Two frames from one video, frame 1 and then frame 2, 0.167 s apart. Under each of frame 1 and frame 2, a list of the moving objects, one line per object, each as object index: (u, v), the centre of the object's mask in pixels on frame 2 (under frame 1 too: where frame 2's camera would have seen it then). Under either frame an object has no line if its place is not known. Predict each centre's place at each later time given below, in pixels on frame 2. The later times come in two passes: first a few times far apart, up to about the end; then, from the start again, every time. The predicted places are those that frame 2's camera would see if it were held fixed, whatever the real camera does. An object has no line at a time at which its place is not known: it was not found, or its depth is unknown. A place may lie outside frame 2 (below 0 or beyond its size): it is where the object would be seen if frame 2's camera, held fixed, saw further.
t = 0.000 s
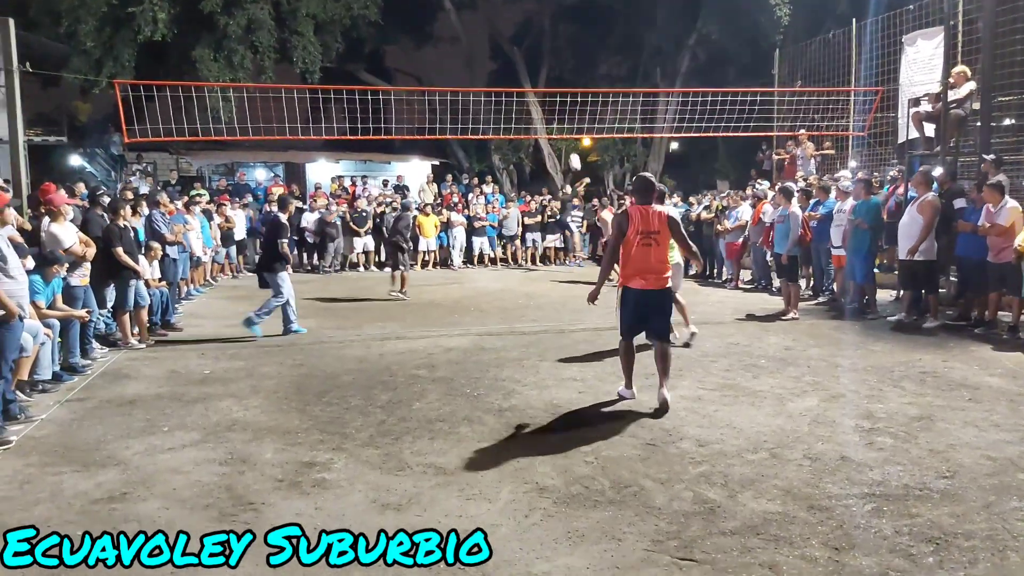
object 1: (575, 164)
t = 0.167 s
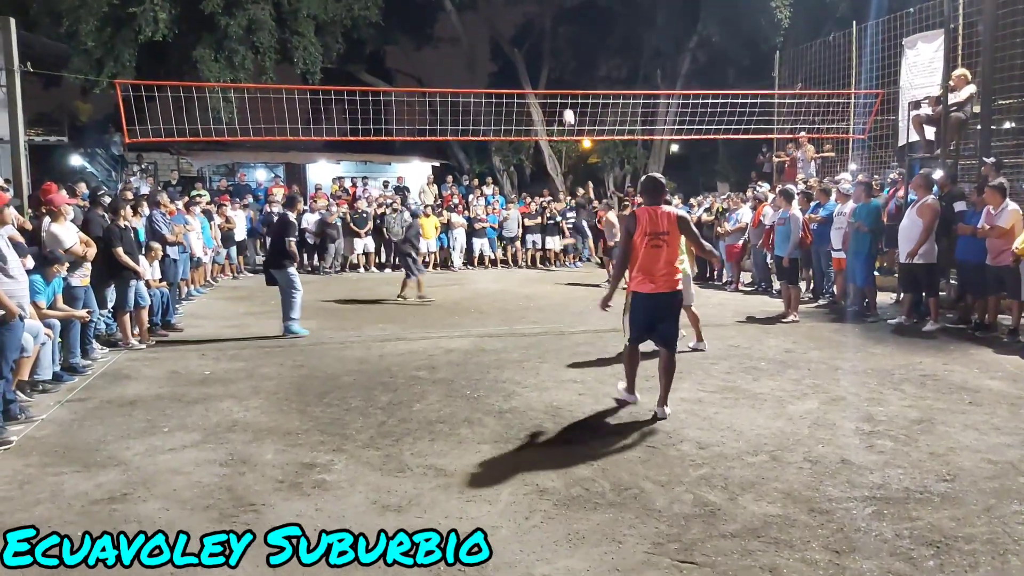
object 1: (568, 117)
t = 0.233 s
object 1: (565, 102)
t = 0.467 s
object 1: (553, 60)
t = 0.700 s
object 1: (539, 47)
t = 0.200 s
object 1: (567, 109)
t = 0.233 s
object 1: (565, 102)
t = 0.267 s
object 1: (564, 94)
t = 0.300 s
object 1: (562, 86)
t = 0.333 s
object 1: (561, 81)
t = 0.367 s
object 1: (559, 75)
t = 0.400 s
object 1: (557, 70)
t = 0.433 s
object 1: (555, 65)
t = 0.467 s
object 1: (553, 60)
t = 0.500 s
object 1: (551, 57)
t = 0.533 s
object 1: (549, 54)
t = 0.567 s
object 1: (547, 51)
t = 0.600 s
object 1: (545, 49)
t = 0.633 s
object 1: (543, 48)
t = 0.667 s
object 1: (541, 47)
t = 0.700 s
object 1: (539, 47)
